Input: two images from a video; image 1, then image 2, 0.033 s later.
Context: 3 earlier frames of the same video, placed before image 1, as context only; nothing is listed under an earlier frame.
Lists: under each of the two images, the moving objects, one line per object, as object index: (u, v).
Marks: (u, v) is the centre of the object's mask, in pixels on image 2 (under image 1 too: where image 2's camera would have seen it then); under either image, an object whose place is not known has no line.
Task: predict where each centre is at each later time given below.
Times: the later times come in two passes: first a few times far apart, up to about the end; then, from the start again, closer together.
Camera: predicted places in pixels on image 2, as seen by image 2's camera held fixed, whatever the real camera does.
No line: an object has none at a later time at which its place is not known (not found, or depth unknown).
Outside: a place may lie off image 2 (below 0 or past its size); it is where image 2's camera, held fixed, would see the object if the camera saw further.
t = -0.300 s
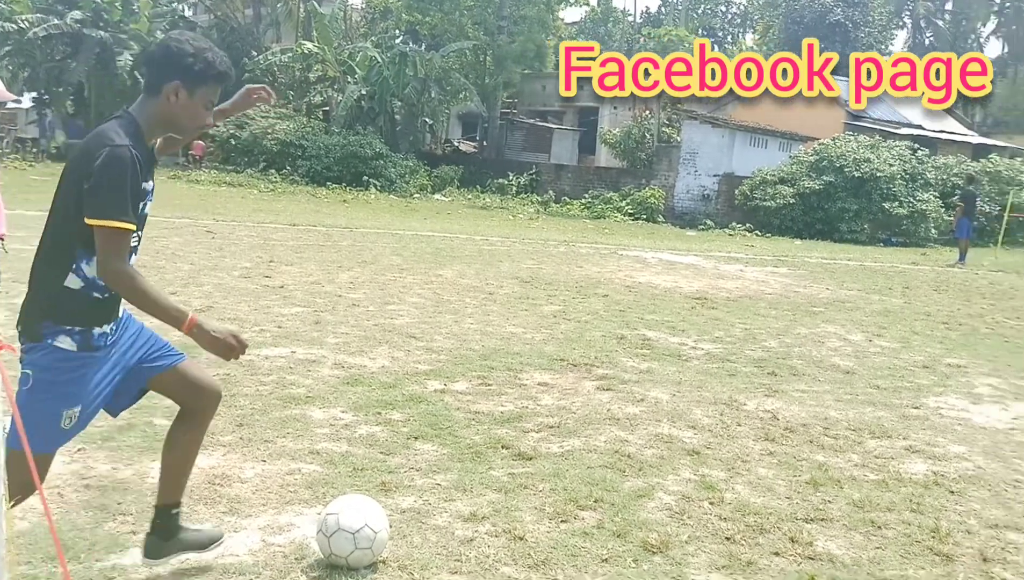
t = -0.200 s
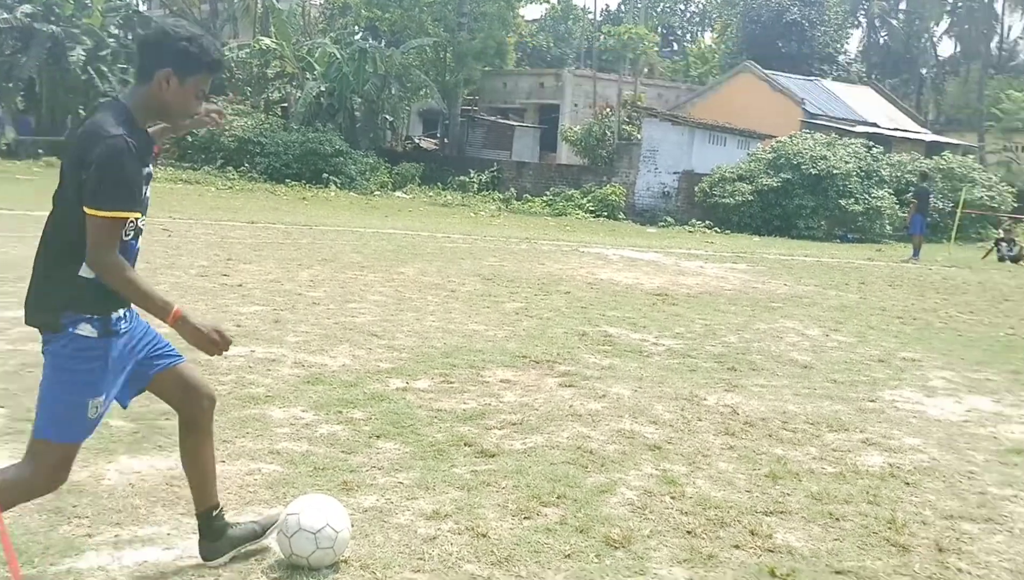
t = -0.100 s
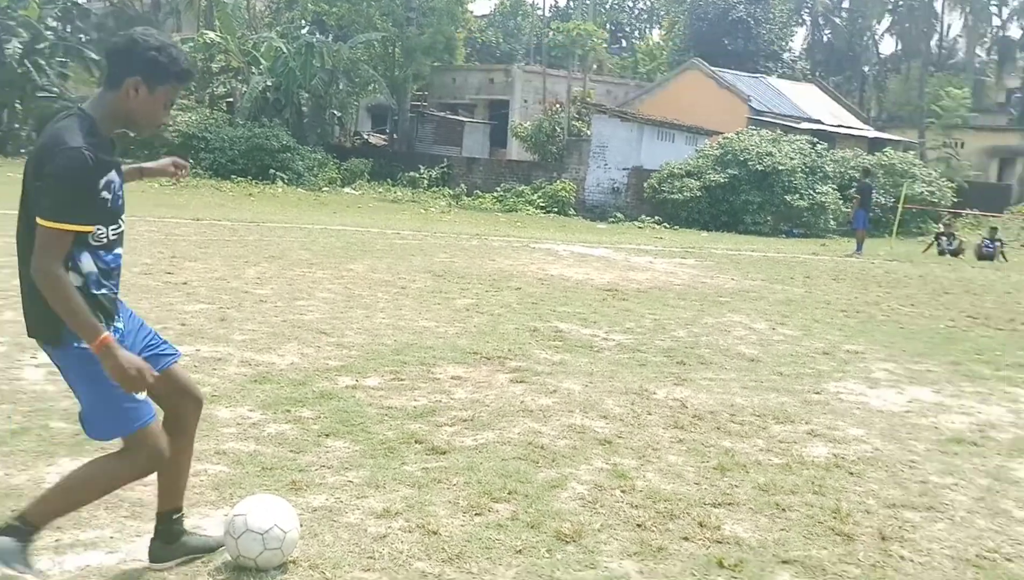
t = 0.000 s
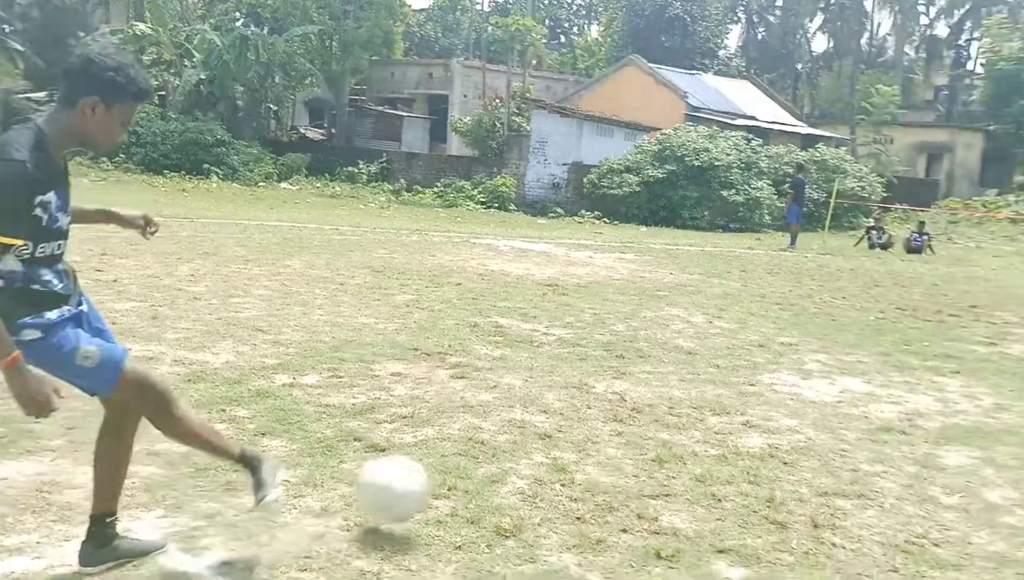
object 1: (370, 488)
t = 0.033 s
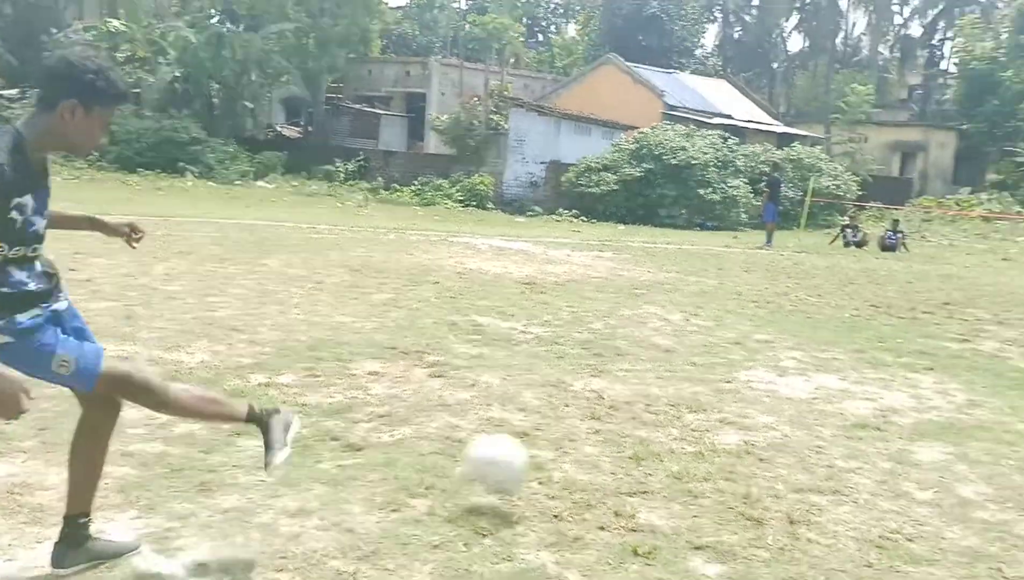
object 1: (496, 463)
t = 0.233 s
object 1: (930, 395)
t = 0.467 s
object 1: (1144, 355)
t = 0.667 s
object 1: (1234, 343)
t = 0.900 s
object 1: (1293, 307)
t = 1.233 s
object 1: (1350, 303)
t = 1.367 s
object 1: (1368, 305)
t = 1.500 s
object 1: (1384, 295)
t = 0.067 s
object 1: (602, 444)
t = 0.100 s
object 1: (690, 433)
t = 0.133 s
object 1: (765, 426)
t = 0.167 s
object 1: (831, 420)
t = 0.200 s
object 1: (885, 415)
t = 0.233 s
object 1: (930, 395)
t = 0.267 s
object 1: (971, 382)
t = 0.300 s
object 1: (1006, 371)
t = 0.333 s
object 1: (1040, 364)
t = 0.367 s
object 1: (1069, 359)
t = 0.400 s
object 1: (1096, 356)
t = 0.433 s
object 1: (1120, 356)
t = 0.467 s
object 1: (1144, 355)
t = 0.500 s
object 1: (1162, 360)
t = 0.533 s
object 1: (1177, 353)
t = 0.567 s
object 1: (1194, 348)
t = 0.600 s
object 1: (1208, 345)
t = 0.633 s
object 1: (1221, 343)
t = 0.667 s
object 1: (1234, 343)
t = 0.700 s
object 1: (1244, 336)
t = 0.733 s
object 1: (1255, 326)
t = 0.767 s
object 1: (1262, 320)
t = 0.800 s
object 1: (1272, 315)
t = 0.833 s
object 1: (1279, 310)
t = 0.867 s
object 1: (1287, 308)
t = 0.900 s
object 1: (1293, 307)
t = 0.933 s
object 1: (1299, 306)
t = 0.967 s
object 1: (1304, 308)
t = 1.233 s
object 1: (1350, 303)
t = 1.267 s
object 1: (1355, 302)
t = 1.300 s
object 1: (1361, 301)
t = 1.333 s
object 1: (1364, 302)
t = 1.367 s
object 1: (1368, 305)
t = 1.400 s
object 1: (1372, 307)
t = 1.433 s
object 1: (1376, 305)
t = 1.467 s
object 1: (1379, 300)
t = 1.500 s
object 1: (1384, 295)
